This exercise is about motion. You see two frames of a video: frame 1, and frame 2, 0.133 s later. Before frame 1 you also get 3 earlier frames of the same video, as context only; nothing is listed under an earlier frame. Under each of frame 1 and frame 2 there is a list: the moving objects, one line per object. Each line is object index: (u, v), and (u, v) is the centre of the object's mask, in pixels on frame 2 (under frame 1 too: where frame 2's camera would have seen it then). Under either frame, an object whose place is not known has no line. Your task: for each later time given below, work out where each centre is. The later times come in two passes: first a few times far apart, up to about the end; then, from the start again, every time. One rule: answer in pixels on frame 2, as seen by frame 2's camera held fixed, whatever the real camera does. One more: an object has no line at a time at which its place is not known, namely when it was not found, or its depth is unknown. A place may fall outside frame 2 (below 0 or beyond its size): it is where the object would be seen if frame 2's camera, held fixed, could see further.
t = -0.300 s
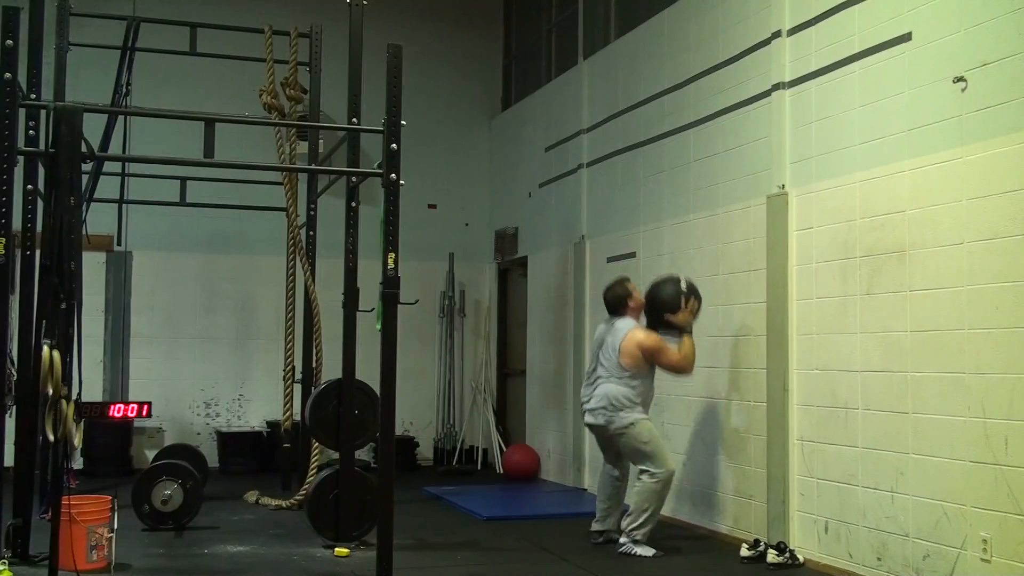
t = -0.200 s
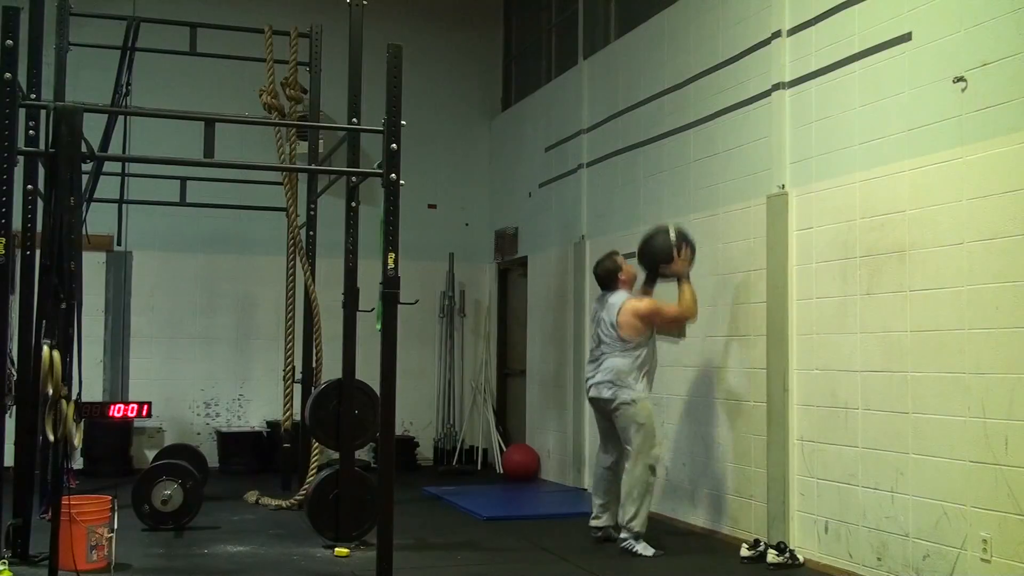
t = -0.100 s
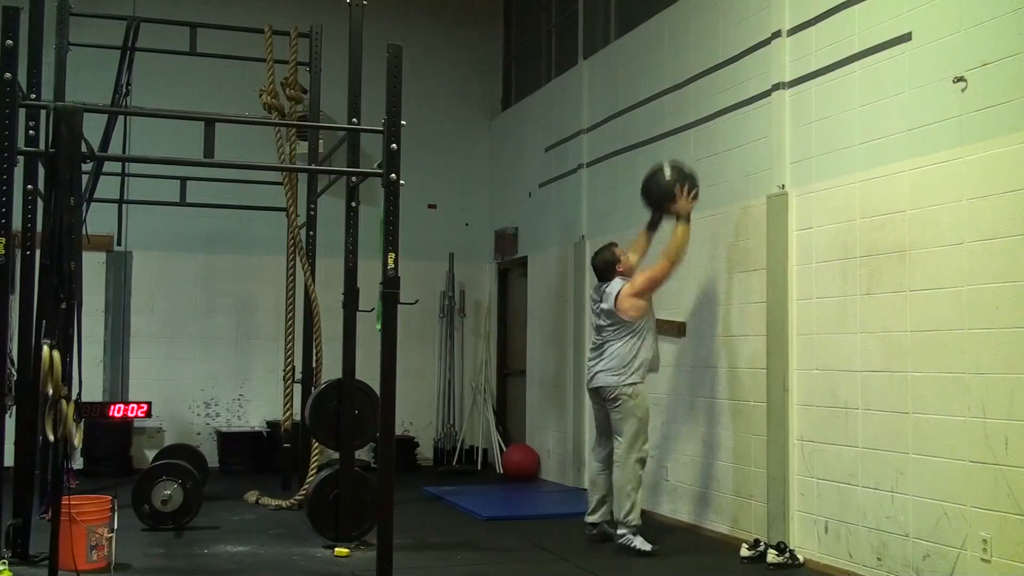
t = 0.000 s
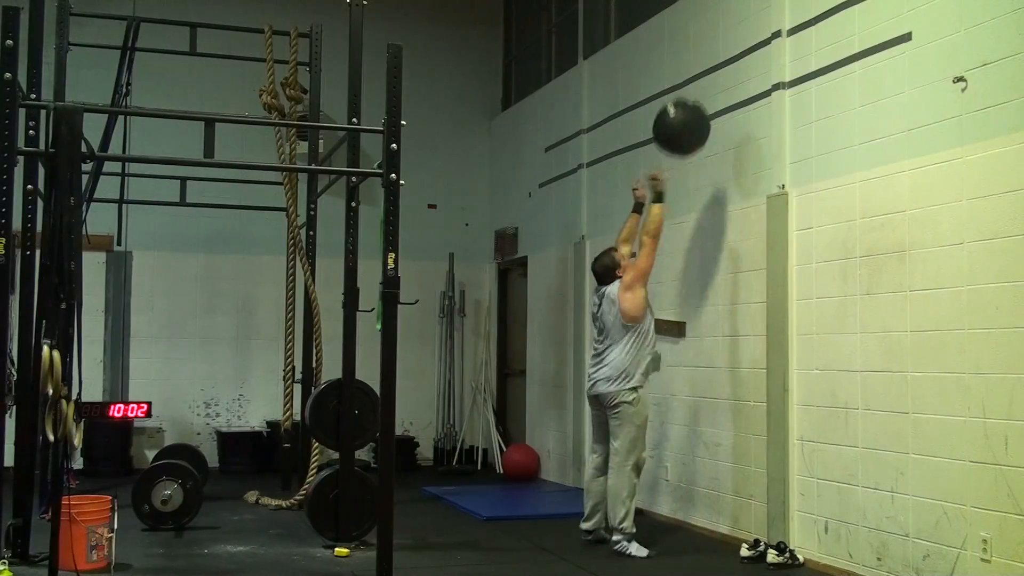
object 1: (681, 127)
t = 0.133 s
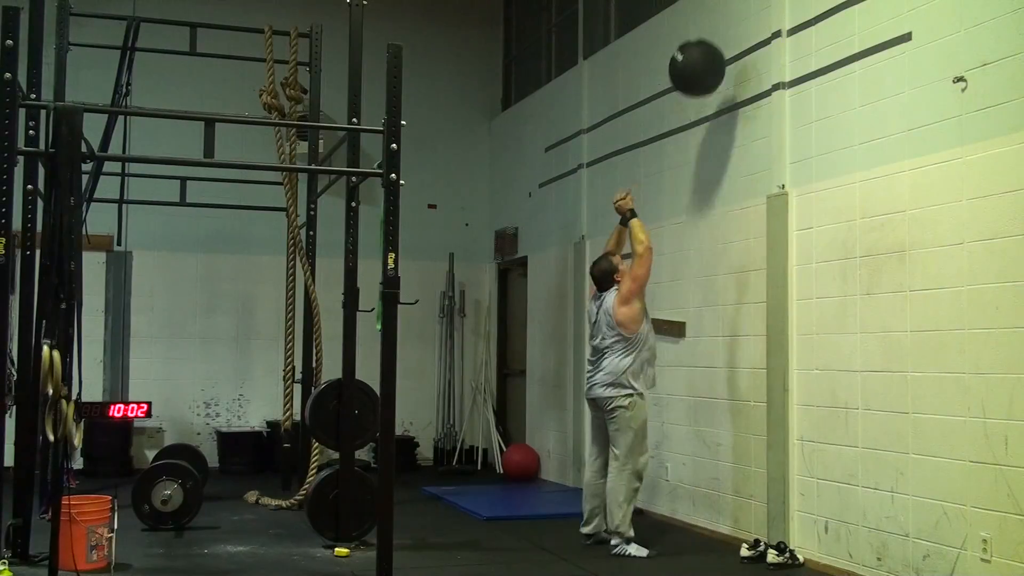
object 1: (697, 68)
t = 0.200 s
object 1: (705, 48)
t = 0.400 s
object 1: (722, 32)
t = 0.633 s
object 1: (704, 82)
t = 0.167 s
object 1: (701, 57)
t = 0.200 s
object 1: (705, 48)
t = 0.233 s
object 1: (709, 42)
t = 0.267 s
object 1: (713, 37)
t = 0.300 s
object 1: (717, 33)
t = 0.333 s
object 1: (721, 31)
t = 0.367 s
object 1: (723, 31)
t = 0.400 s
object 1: (722, 32)
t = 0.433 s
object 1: (720, 34)
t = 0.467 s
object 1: (717, 38)
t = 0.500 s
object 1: (714, 43)
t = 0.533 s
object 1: (711, 50)
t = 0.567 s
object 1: (709, 59)
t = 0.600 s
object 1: (706, 69)
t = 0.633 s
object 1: (704, 82)
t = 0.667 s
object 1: (701, 96)
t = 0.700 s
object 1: (699, 112)
